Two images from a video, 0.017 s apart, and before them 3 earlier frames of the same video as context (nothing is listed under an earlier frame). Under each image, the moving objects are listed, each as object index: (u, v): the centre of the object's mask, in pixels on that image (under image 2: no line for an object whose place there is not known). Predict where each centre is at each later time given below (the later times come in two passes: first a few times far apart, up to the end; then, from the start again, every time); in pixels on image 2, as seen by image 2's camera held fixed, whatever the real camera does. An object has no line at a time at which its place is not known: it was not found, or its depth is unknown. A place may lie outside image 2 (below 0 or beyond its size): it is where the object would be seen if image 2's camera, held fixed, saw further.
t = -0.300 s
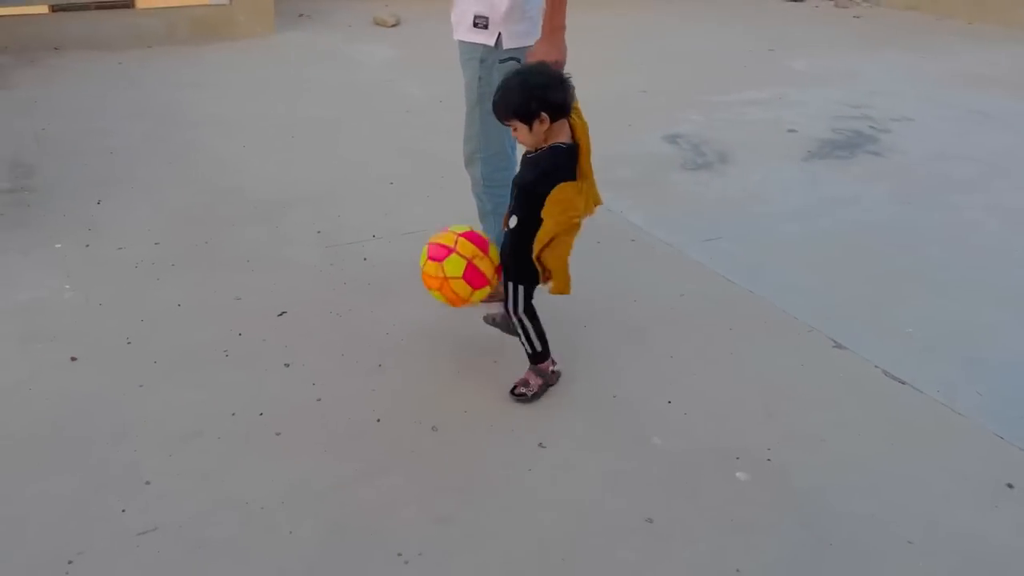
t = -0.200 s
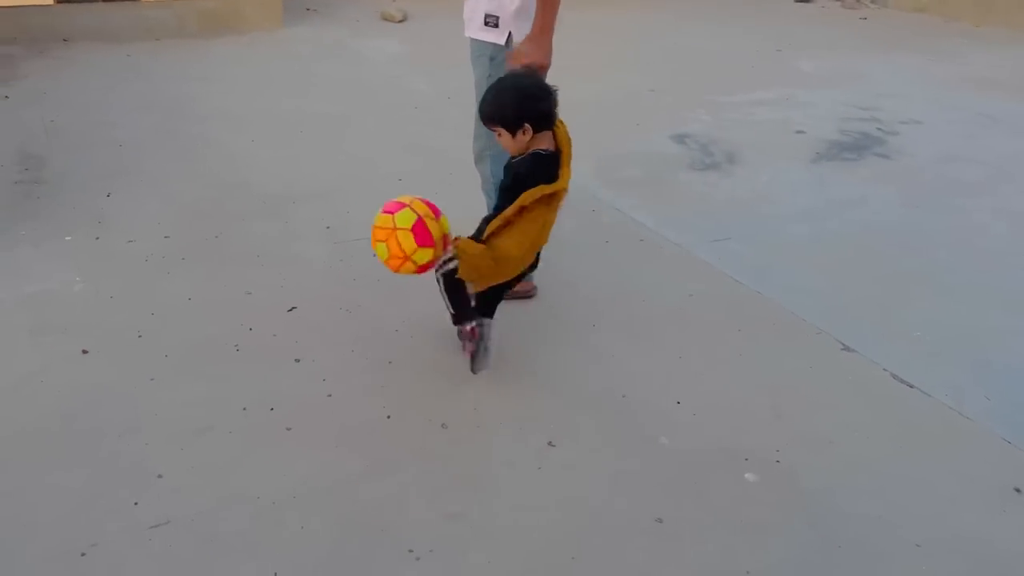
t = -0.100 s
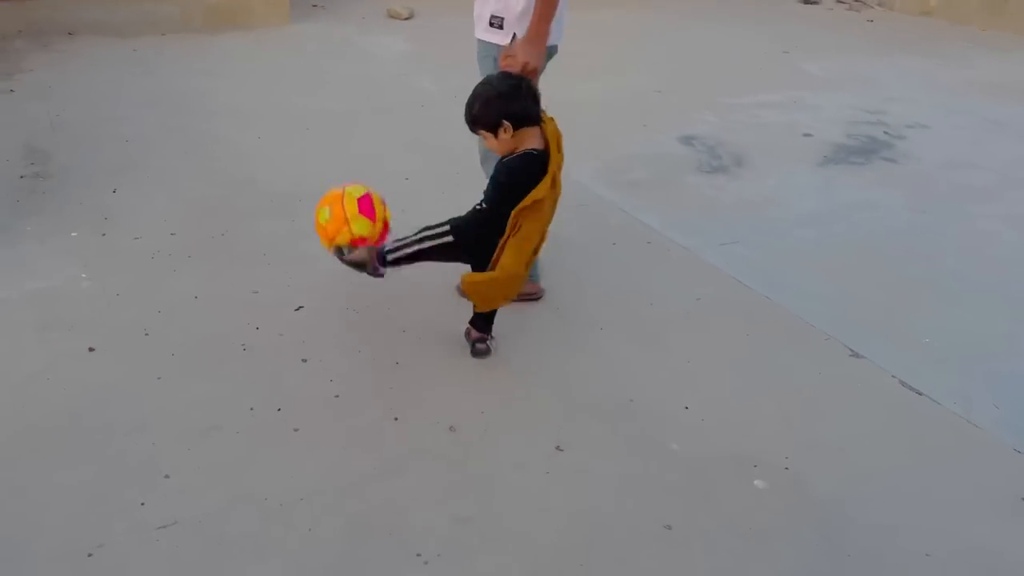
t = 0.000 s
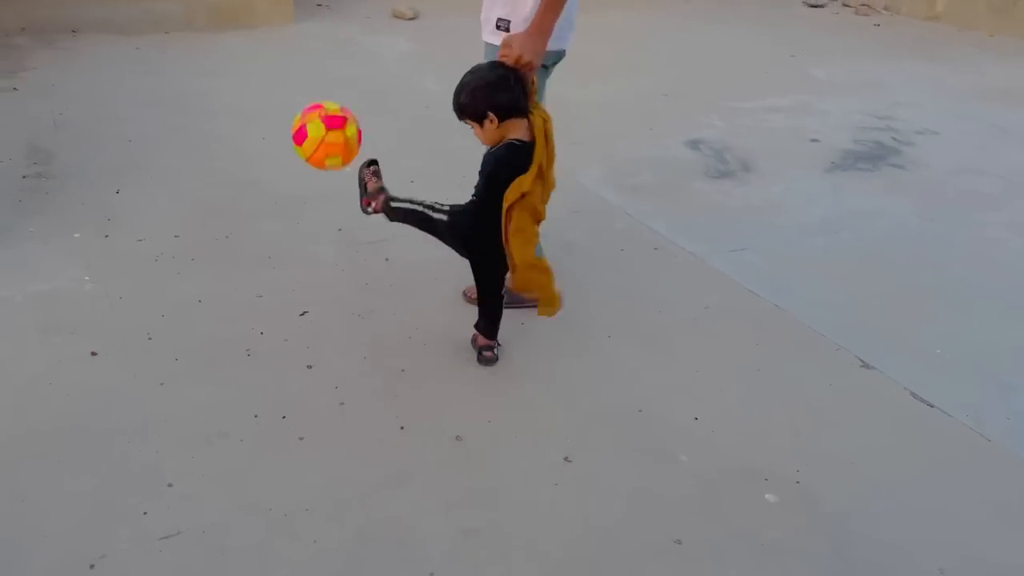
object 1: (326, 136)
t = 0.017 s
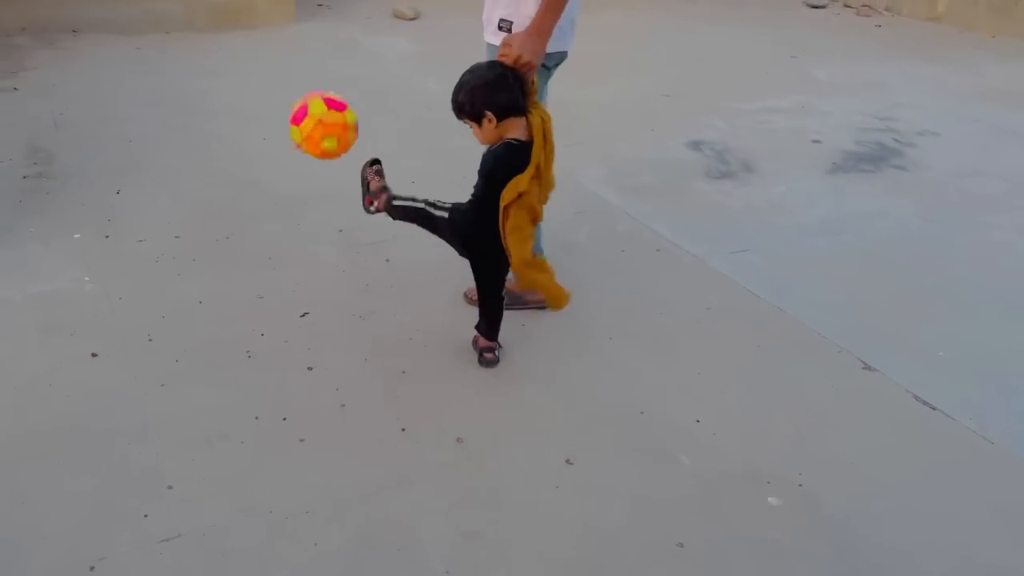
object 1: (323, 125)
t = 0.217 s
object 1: (292, 75)
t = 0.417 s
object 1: (282, 106)
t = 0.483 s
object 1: (279, 70)
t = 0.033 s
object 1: (320, 116)
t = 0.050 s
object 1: (316, 107)
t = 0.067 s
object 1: (313, 100)
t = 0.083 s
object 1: (310, 94)
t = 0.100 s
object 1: (307, 89)
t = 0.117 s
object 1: (305, 84)
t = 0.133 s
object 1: (303, 81)
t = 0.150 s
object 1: (300, 79)
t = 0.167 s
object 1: (298, 76)
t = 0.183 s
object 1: (296, 75)
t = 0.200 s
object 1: (294, 75)
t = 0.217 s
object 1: (292, 75)
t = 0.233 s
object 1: (291, 75)
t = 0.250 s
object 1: (290, 77)
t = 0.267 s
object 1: (288, 79)
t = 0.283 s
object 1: (286, 81)
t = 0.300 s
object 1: (286, 85)
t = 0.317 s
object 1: (285, 88)
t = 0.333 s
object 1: (284, 93)
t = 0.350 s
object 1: (285, 100)
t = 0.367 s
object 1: (284, 105)
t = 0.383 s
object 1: (283, 110)
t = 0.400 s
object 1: (283, 116)
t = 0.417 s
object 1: (282, 106)
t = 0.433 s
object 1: (282, 96)
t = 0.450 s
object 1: (281, 89)
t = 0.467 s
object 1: (281, 80)
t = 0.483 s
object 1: (279, 70)
